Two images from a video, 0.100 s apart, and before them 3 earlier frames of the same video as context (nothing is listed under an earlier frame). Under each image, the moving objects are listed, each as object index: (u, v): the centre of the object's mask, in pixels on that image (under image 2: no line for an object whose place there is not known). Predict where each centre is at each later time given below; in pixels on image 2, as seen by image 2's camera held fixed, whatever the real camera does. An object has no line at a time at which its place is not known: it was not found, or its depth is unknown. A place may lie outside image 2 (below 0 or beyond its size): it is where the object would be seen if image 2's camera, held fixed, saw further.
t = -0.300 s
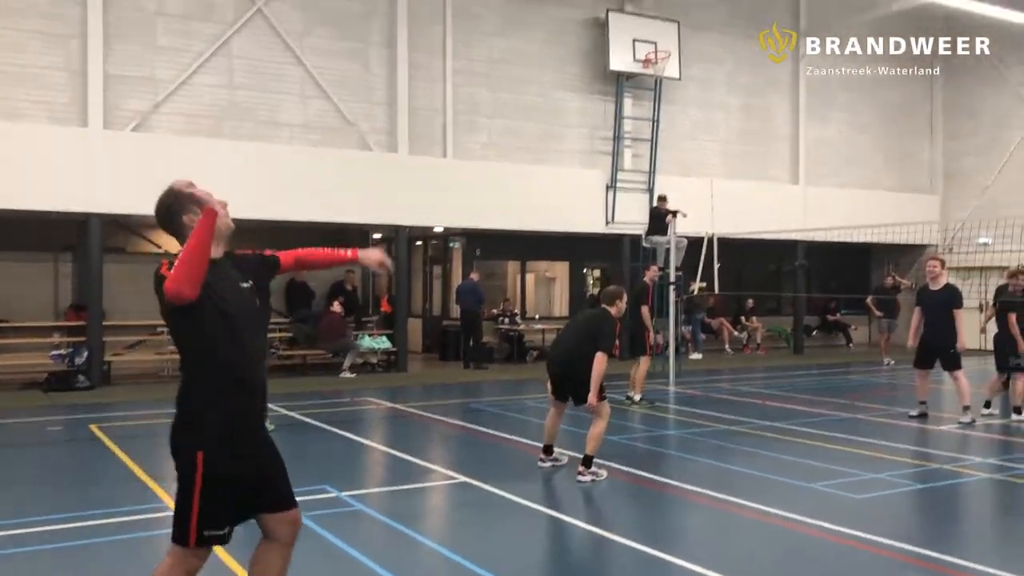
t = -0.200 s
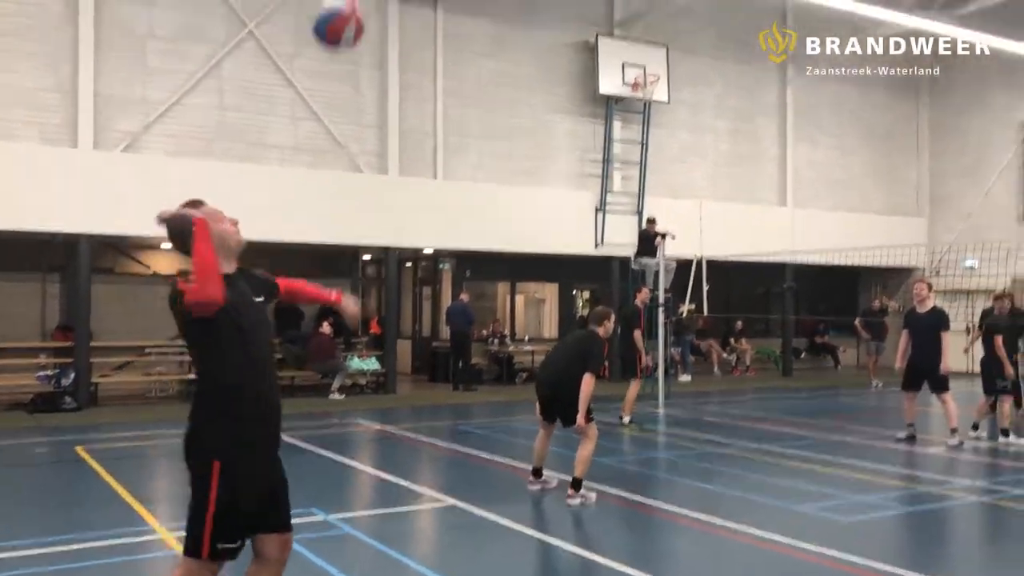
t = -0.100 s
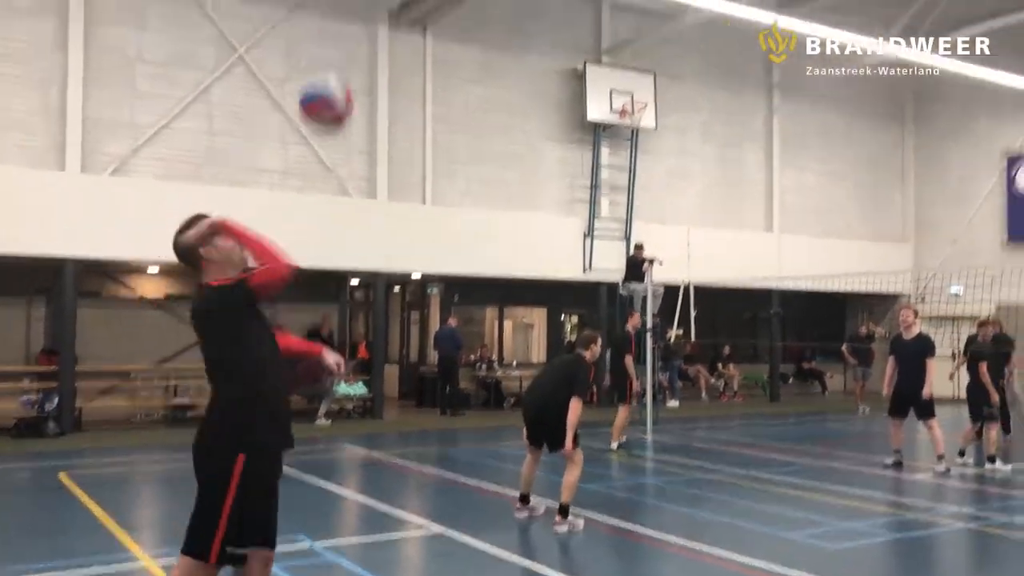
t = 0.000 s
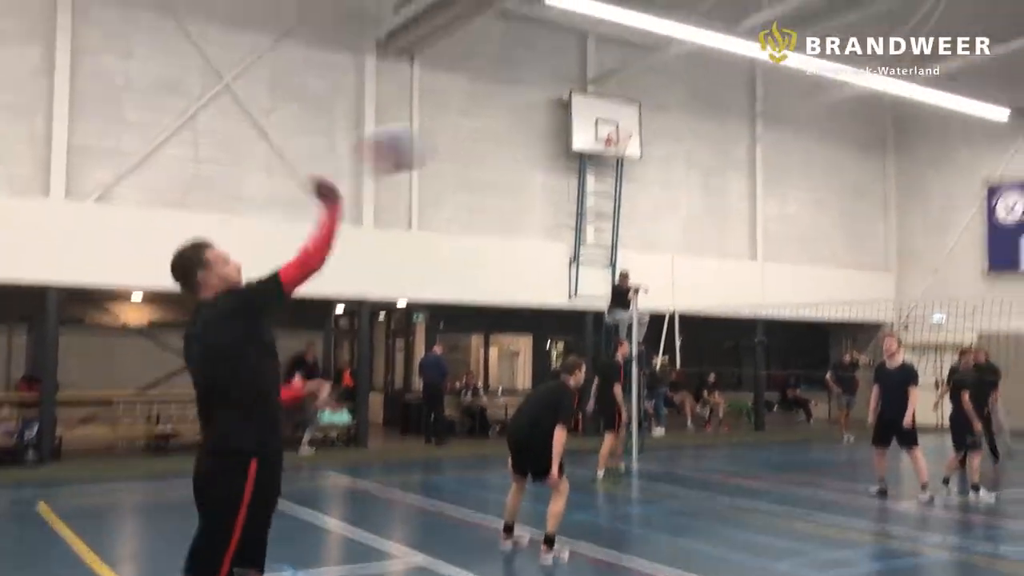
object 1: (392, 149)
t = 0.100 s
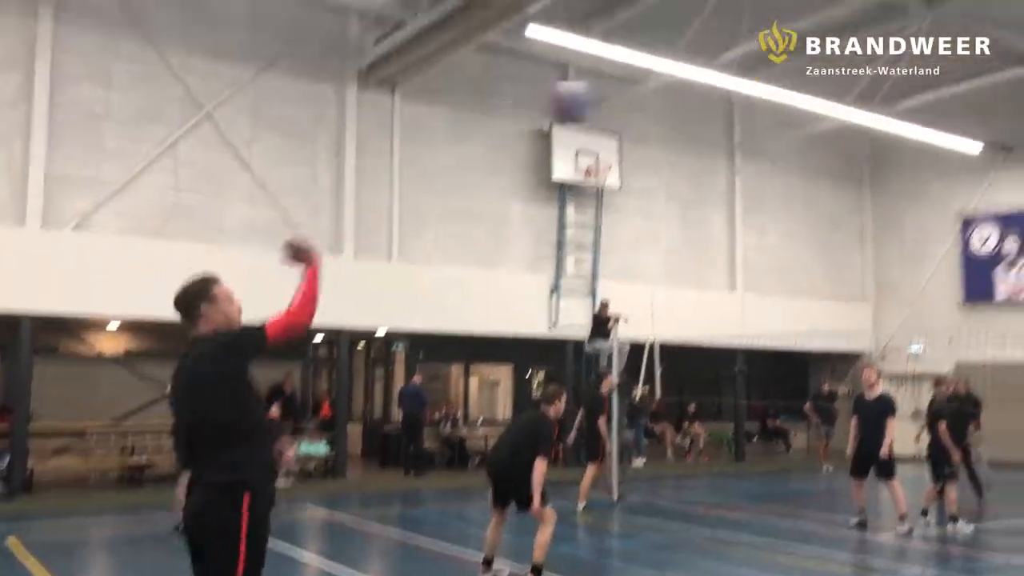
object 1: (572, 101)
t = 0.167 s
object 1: (669, 74)
